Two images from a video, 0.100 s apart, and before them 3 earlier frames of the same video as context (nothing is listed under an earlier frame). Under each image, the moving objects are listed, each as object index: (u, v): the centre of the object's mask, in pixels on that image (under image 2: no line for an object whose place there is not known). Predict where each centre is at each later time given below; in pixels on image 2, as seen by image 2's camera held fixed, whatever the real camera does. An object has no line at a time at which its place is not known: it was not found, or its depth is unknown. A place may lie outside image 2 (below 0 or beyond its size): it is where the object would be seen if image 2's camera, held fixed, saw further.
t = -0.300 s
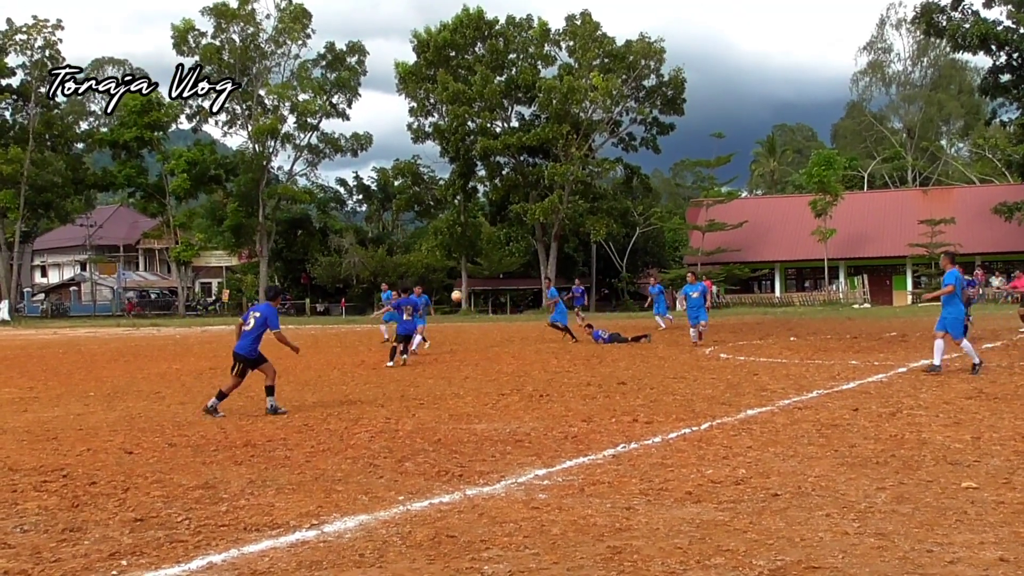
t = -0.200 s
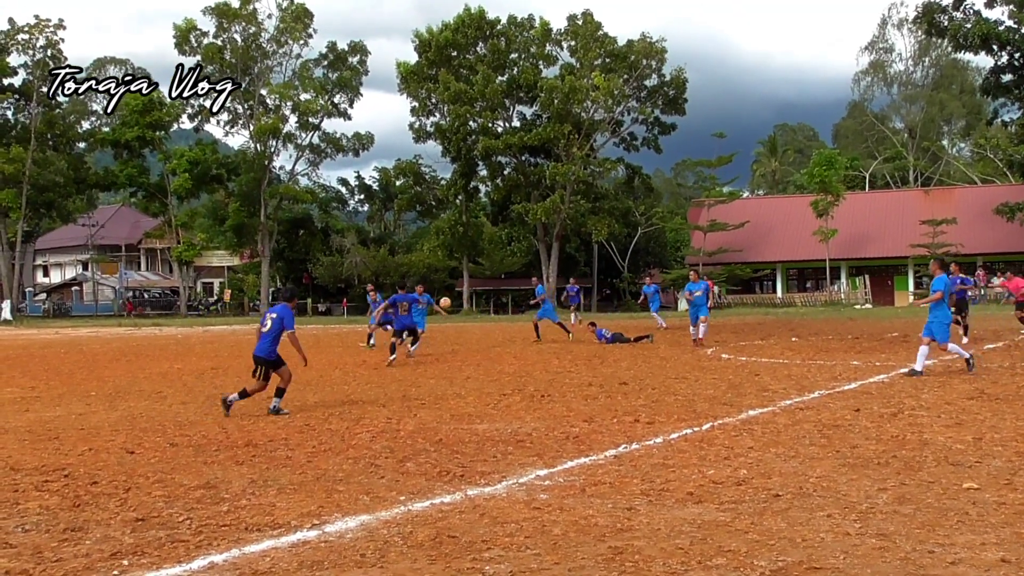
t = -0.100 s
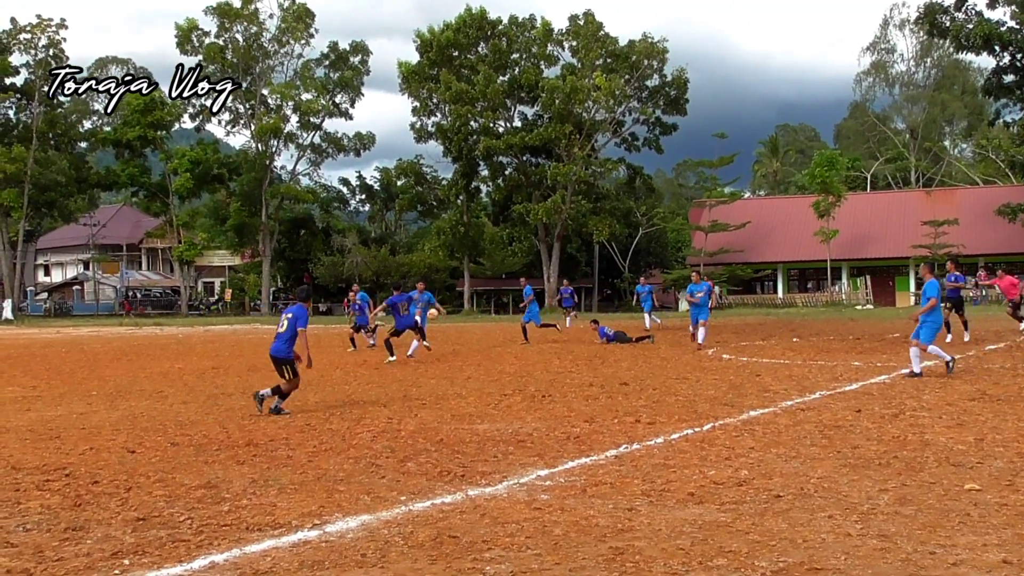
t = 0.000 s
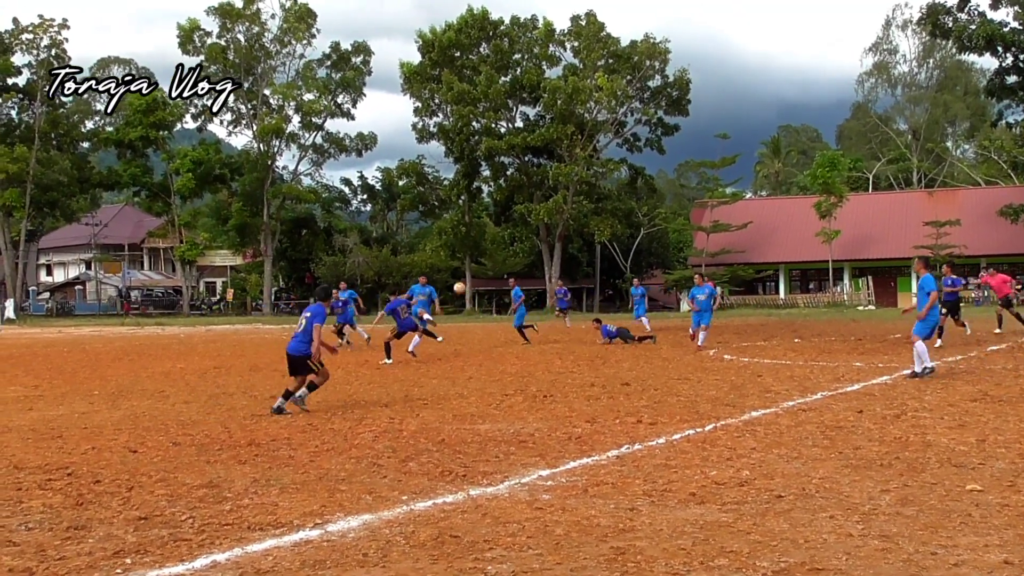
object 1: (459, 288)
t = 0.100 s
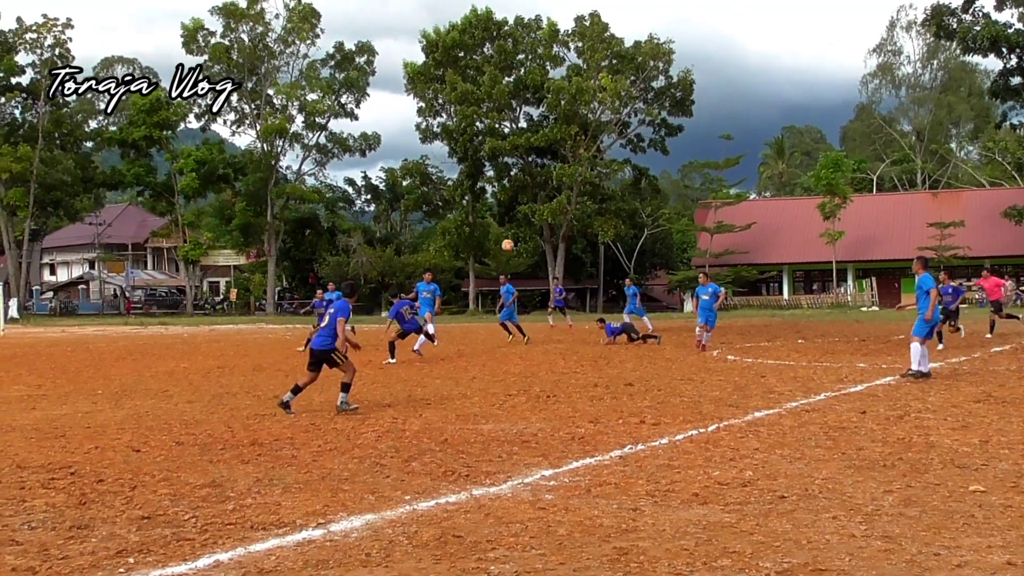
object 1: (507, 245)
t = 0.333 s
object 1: (621, 158)
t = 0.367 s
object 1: (632, 152)
